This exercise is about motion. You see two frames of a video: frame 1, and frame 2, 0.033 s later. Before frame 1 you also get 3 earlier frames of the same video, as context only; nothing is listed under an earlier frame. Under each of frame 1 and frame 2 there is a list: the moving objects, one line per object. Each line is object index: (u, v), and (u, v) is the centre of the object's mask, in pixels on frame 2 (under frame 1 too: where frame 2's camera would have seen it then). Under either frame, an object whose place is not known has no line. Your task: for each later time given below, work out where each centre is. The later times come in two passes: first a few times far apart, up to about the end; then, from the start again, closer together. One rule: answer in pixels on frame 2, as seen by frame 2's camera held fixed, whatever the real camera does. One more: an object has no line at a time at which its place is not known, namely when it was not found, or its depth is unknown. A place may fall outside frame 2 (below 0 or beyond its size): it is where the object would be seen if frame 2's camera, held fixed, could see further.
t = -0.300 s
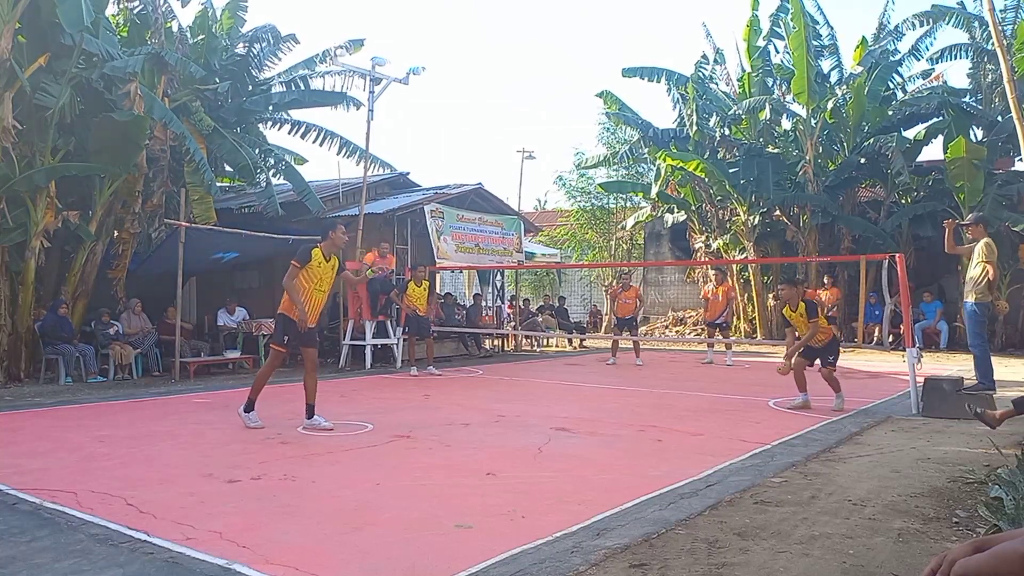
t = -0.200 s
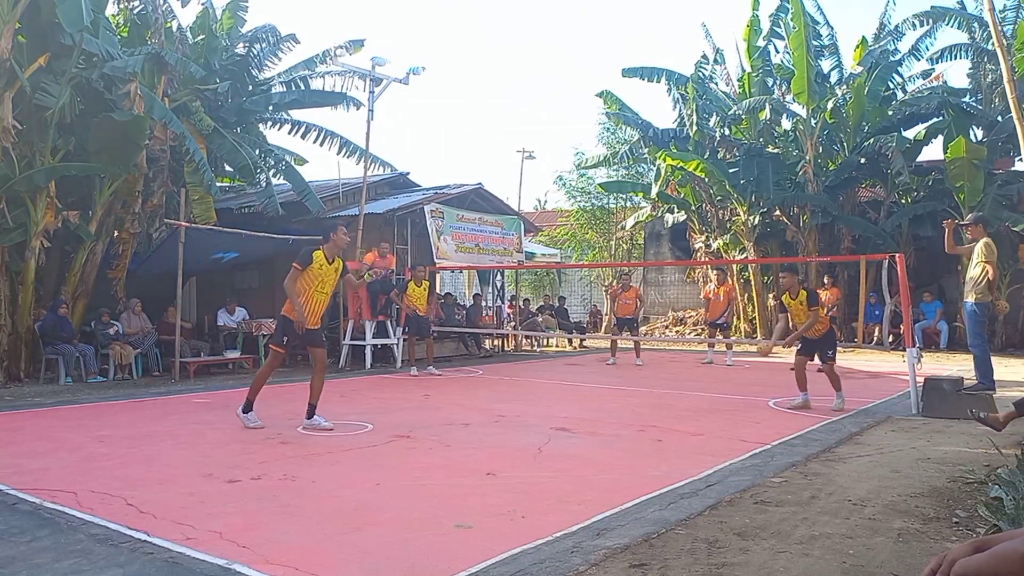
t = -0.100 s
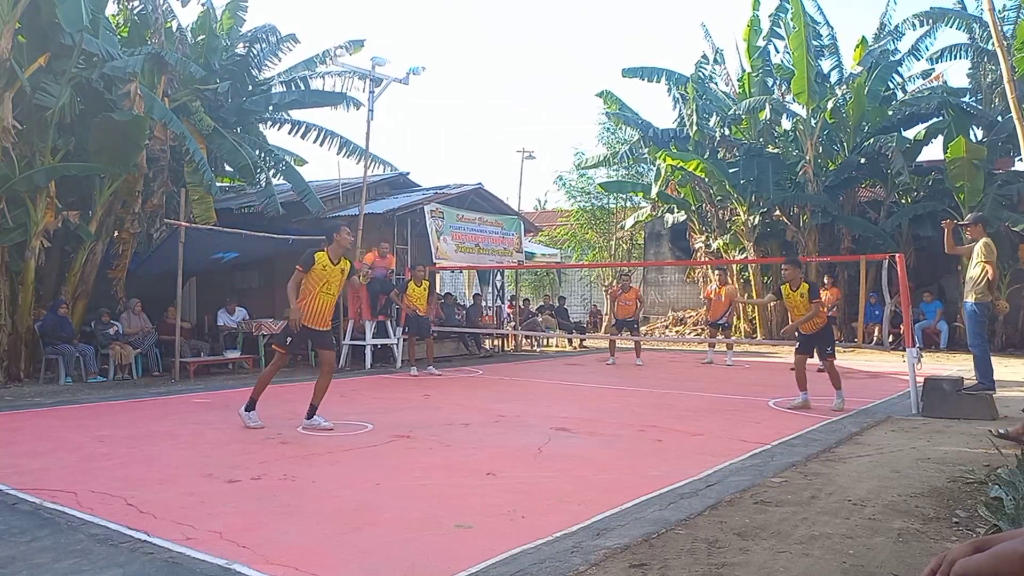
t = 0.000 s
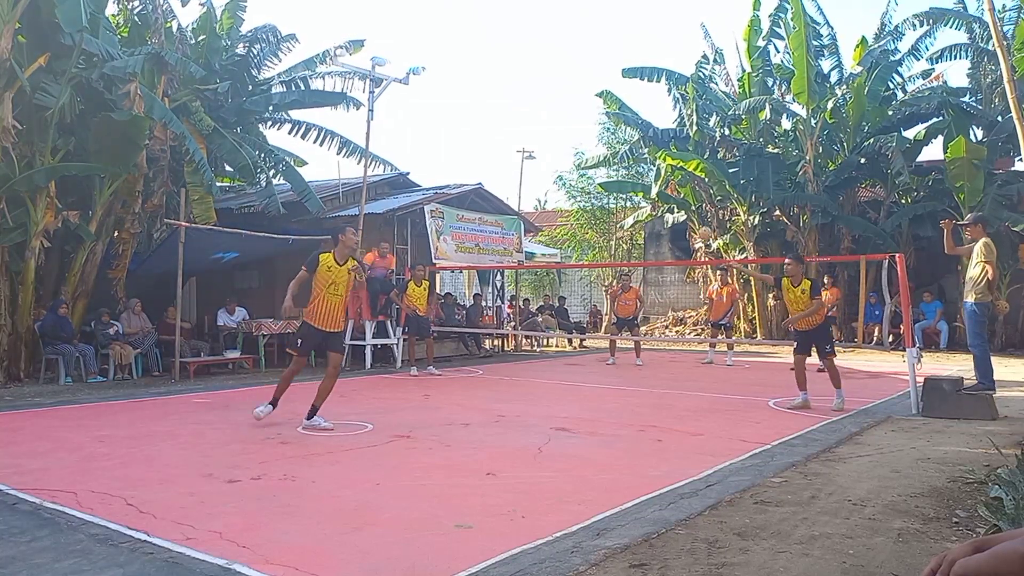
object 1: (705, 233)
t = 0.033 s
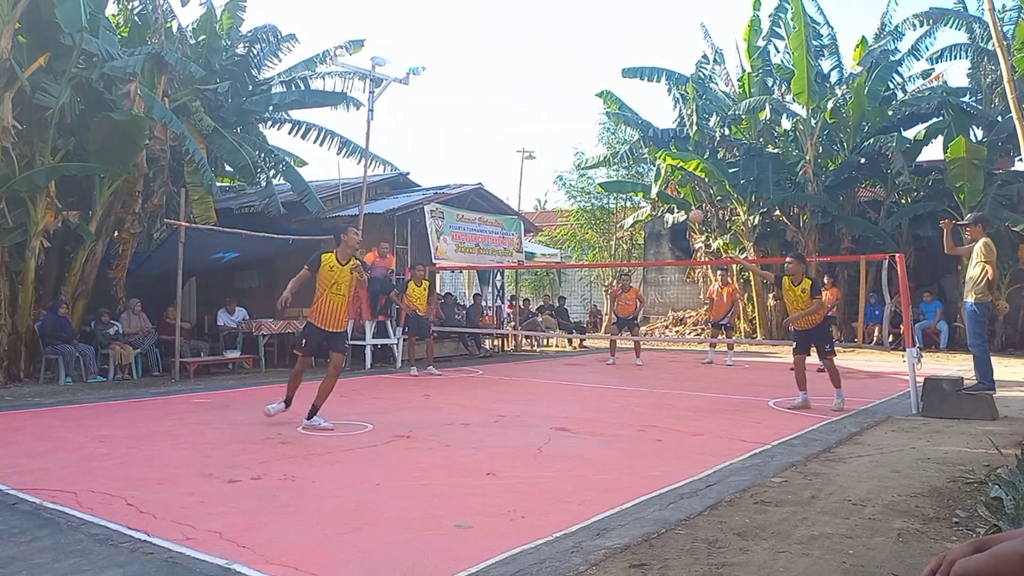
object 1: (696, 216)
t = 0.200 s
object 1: (650, 145)
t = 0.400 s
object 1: (594, 93)
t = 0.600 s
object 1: (533, 81)
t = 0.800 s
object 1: (468, 116)
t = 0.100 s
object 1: (678, 184)
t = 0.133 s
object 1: (668, 170)
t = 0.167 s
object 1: (659, 156)
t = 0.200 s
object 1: (650, 145)
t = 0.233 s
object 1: (642, 133)
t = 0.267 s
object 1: (632, 122)
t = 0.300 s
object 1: (622, 113)
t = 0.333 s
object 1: (613, 105)
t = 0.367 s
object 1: (604, 98)
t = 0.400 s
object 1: (594, 93)
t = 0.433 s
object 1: (584, 88)
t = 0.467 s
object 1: (574, 84)
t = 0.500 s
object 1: (564, 82)
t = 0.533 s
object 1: (554, 80)
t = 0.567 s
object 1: (543, 80)
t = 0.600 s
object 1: (533, 81)
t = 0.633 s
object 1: (522, 84)
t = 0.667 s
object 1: (512, 87)
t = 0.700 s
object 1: (501, 92)
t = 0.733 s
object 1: (490, 99)
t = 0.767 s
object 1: (479, 107)
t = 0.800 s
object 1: (468, 116)
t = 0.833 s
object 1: (457, 126)
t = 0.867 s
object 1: (446, 138)
